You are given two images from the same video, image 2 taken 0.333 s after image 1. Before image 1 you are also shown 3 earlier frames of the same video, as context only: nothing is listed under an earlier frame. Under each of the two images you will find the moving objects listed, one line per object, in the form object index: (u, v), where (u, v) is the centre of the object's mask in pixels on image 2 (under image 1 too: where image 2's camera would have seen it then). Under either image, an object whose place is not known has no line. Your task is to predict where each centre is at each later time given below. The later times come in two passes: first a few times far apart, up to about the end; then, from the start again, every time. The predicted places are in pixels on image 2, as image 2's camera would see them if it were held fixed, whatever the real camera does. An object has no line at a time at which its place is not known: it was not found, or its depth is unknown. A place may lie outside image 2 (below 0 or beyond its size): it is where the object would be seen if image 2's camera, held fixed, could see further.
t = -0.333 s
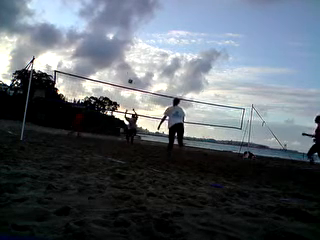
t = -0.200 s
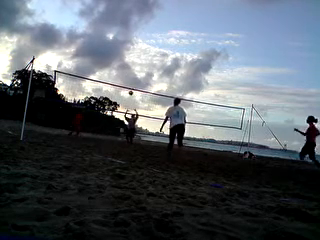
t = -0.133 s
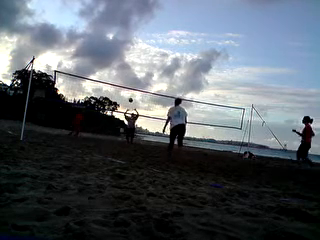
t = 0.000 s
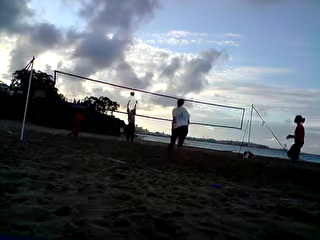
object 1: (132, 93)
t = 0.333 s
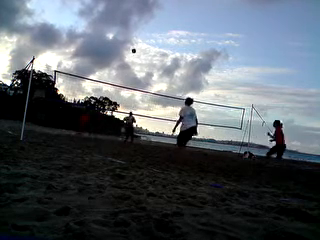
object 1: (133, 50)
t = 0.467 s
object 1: (133, 39)
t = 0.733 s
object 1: (131, 27)
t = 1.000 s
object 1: (126, 31)
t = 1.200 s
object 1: (120, 43)
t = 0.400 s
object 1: (133, 44)
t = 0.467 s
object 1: (133, 39)
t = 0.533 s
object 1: (133, 35)
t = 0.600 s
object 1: (132, 31)
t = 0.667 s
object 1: (131, 29)
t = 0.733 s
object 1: (131, 27)
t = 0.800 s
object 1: (130, 27)
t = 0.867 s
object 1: (129, 27)
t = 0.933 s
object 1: (127, 28)
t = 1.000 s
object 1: (126, 31)
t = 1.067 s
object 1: (124, 34)
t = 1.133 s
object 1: (122, 38)
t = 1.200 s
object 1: (120, 43)
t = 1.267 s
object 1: (118, 50)
